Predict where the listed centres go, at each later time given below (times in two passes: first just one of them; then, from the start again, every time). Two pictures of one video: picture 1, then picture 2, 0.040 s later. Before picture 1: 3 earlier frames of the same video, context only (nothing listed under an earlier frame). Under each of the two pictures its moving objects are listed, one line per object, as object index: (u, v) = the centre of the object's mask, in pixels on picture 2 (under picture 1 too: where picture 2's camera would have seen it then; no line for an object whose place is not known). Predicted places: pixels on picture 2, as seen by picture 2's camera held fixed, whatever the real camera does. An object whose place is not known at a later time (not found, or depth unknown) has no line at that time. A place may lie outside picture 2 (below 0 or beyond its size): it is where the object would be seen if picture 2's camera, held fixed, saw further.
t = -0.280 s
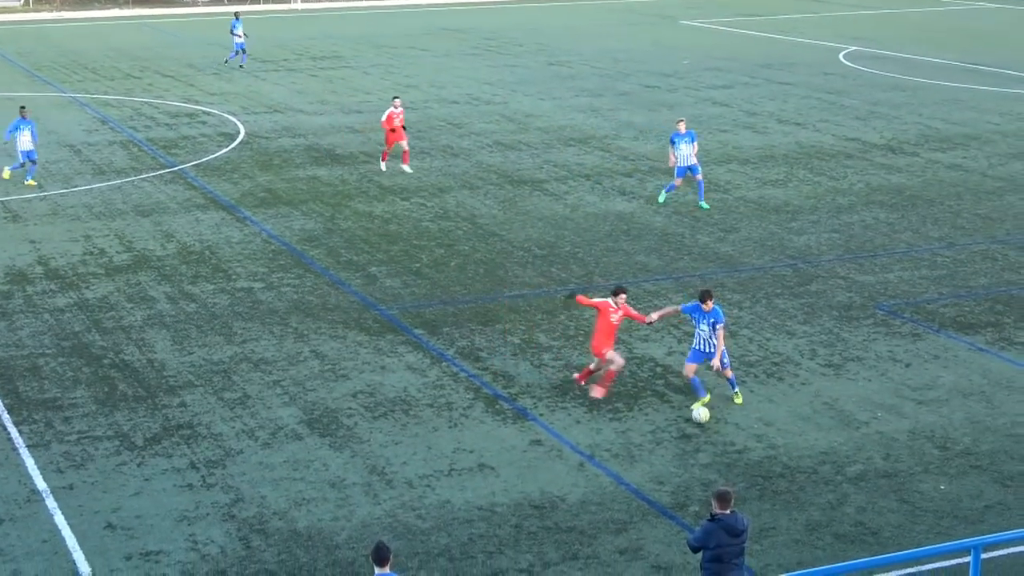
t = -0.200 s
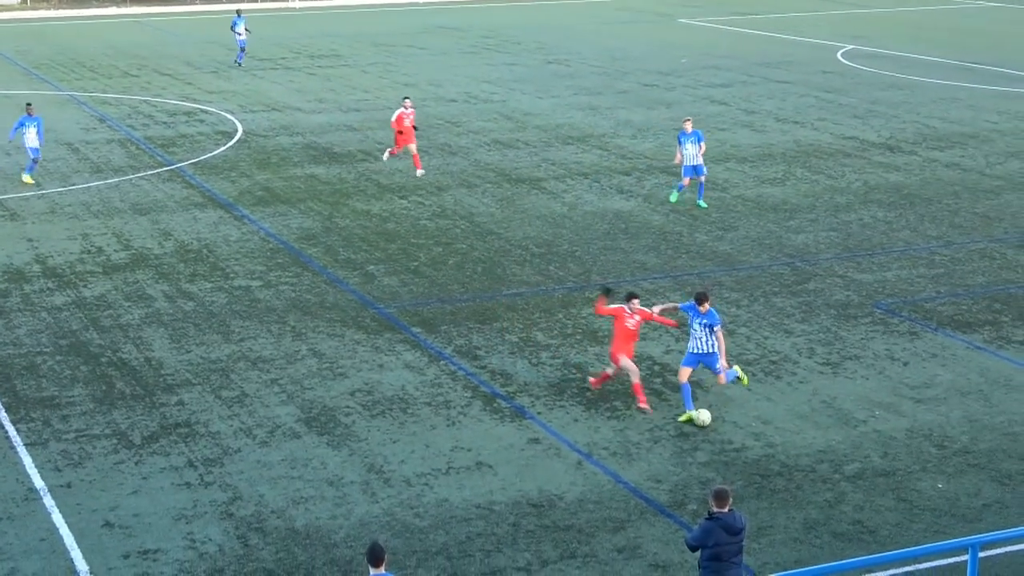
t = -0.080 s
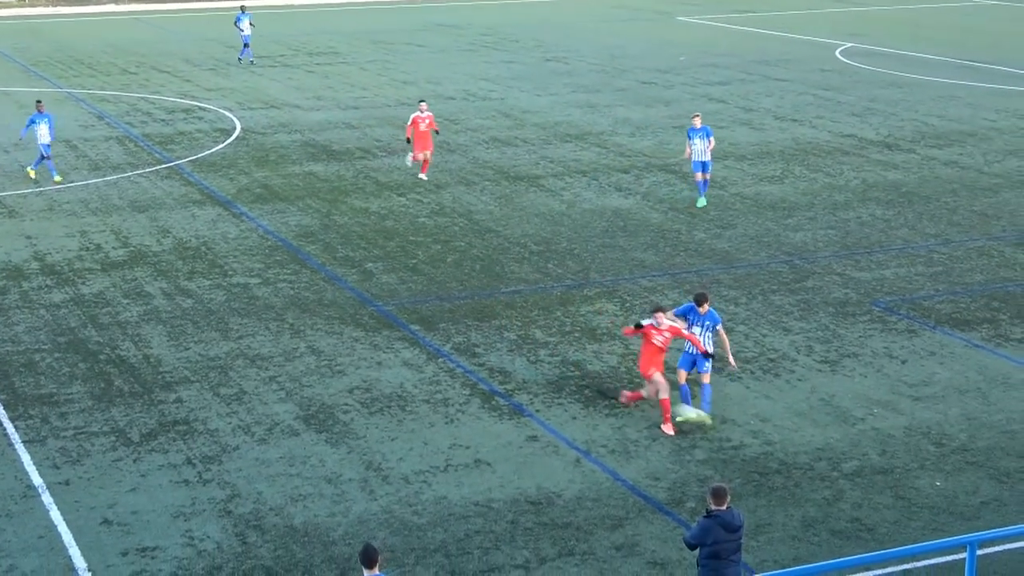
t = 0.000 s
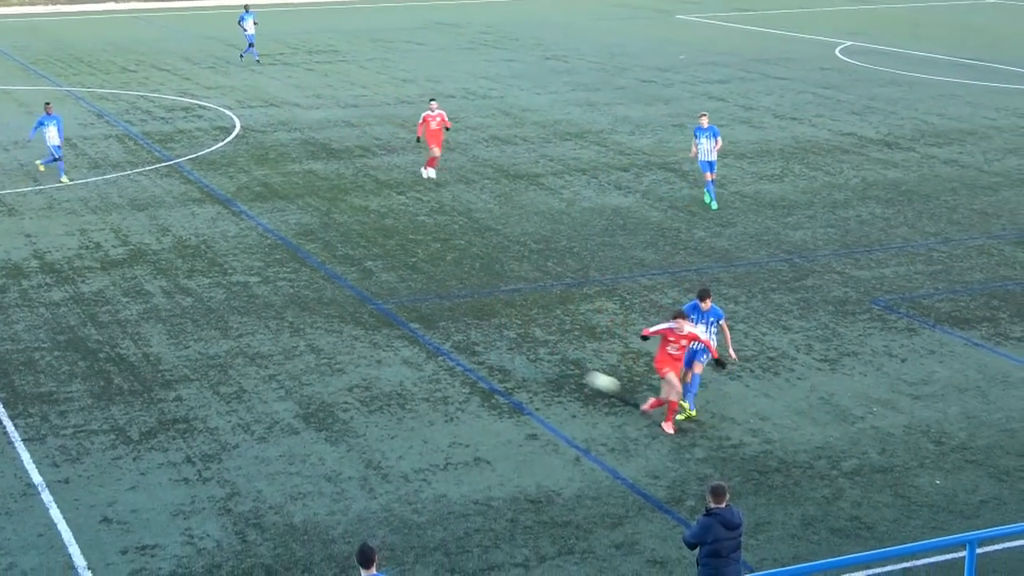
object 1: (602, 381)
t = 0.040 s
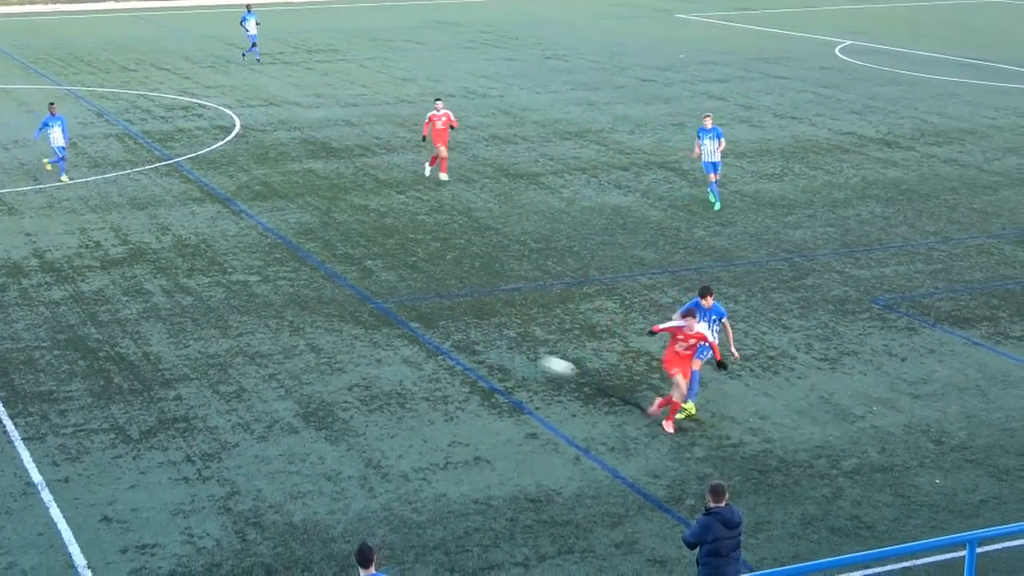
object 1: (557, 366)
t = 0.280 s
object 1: (263, 290)
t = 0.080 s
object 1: (511, 351)
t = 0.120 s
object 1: (464, 339)
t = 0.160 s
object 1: (415, 325)
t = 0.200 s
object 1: (365, 313)
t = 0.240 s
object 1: (315, 301)
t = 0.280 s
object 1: (263, 290)
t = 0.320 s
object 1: (209, 279)
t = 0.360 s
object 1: (153, 270)
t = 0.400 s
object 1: (98, 260)
